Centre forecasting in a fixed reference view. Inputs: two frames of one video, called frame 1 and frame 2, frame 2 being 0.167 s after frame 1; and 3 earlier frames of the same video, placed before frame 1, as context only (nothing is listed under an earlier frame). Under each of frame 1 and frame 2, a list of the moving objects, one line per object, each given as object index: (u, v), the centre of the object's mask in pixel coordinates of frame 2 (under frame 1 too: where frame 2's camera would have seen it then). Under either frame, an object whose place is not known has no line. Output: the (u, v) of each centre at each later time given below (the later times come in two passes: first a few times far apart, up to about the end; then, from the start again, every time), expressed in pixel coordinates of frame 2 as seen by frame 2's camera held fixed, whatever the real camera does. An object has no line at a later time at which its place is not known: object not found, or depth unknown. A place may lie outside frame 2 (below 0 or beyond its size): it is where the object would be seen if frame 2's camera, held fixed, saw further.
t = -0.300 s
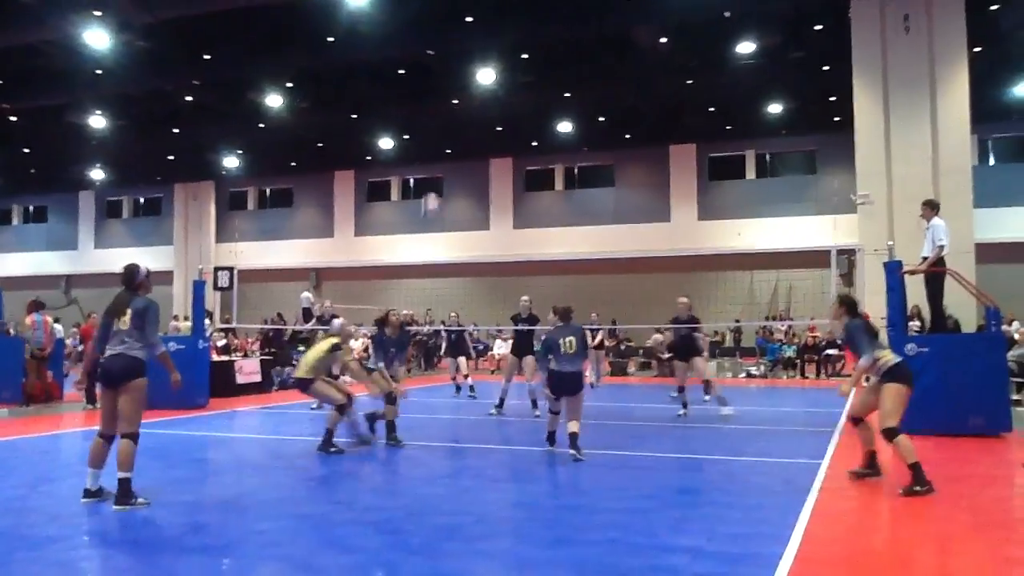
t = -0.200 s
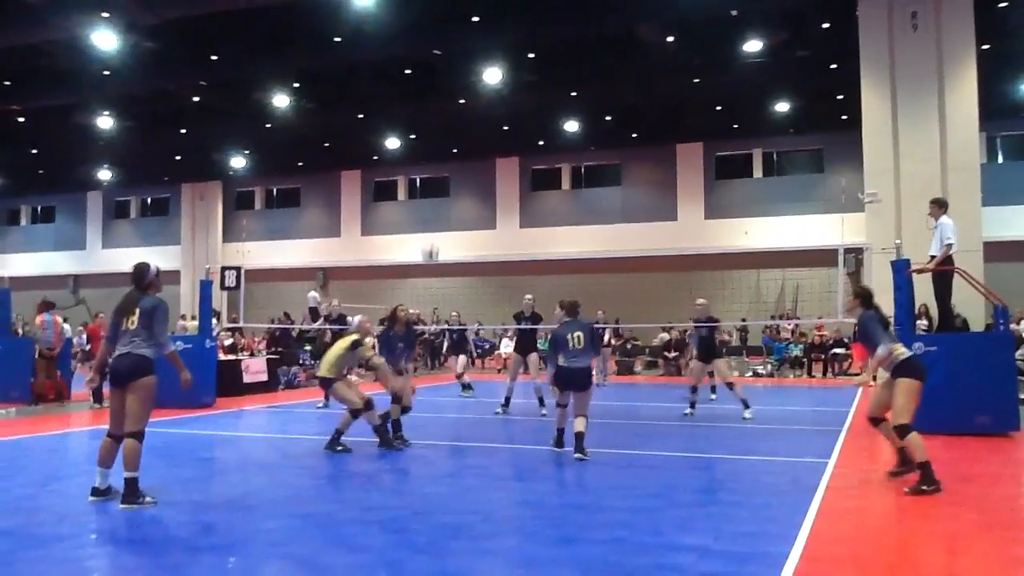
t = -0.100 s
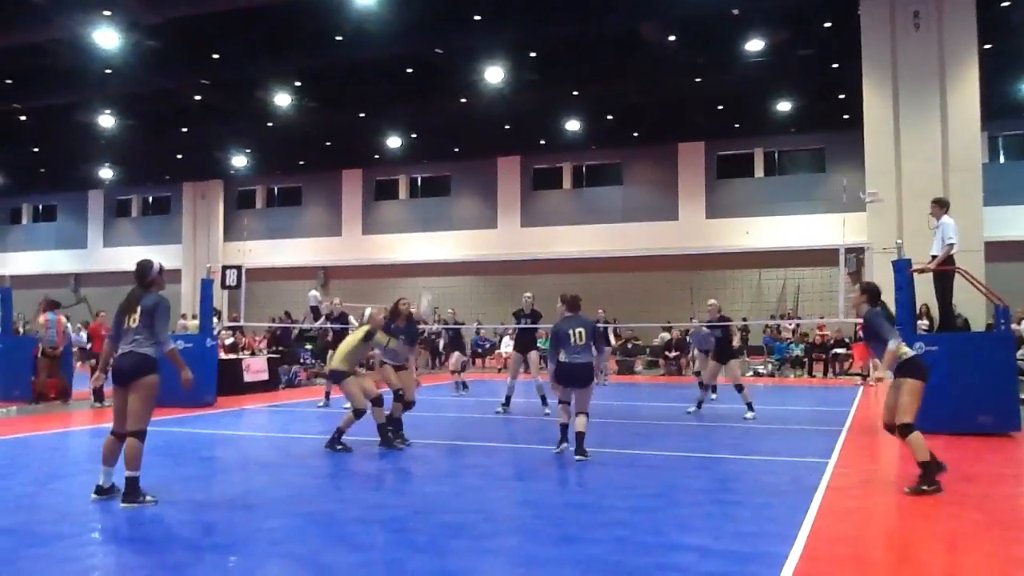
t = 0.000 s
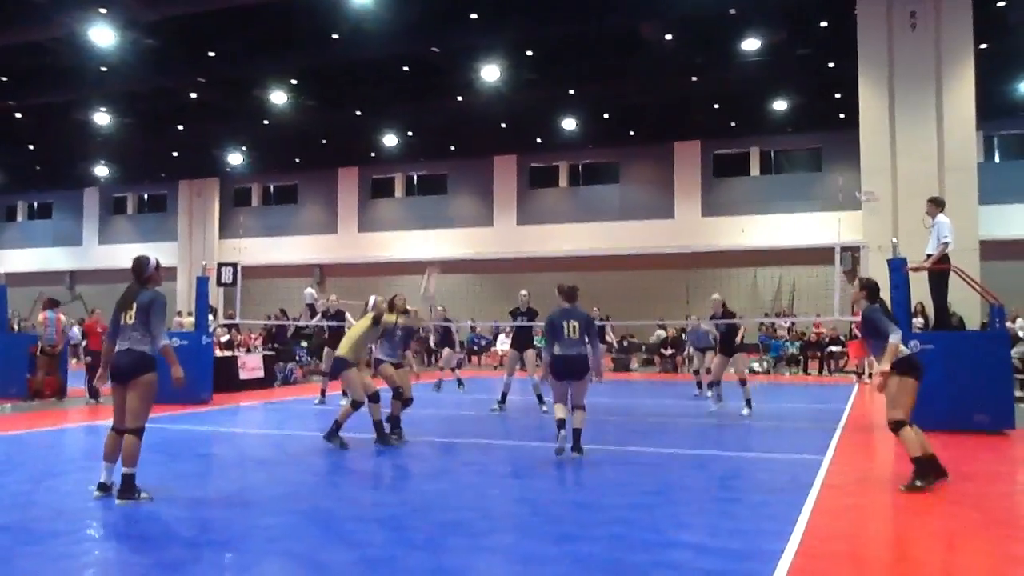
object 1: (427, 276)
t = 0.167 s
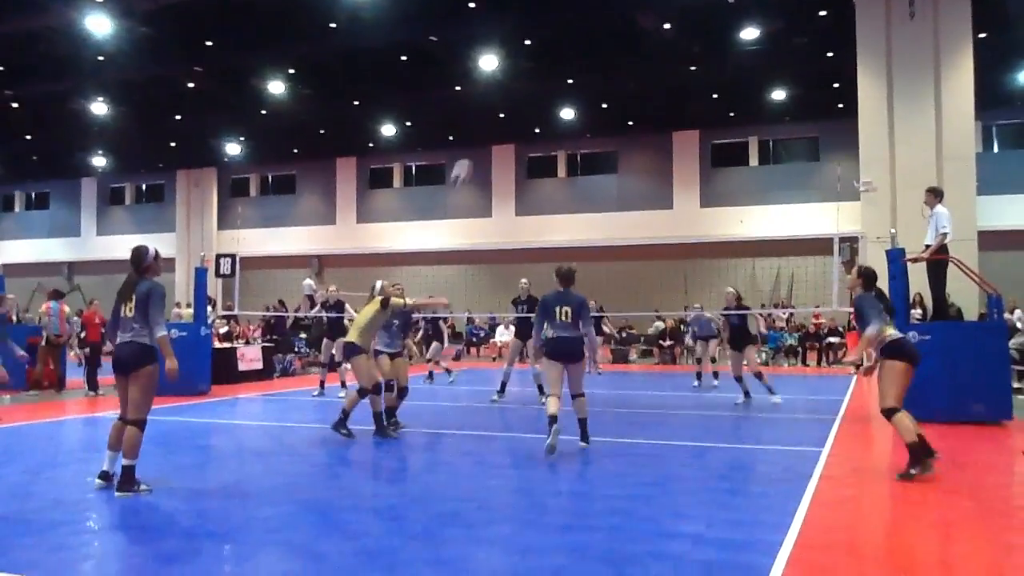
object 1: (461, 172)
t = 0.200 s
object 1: (467, 155)
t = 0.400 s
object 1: (502, 77)
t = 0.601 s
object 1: (536, 35)
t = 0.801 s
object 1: (569, 28)
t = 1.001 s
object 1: (601, 56)
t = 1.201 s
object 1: (631, 116)
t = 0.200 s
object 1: (467, 155)
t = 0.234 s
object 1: (473, 139)
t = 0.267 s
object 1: (479, 125)
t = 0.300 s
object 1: (486, 111)
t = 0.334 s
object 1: (491, 99)
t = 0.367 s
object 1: (497, 88)
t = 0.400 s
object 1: (502, 77)
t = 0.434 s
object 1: (507, 68)
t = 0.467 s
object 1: (513, 59)
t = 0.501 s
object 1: (520, 51)
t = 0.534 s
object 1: (525, 45)
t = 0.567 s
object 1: (531, 40)
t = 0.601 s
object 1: (536, 35)
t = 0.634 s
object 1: (541, 32)
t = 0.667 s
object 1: (547, 29)
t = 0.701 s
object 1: (553, 27)
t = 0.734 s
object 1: (558, 27)
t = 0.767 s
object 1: (563, 27)
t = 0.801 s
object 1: (569, 28)
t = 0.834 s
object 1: (574, 30)
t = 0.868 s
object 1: (579, 34)
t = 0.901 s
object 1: (584, 38)
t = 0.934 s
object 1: (590, 43)
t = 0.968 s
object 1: (595, 49)
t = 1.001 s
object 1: (601, 56)
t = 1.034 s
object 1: (606, 63)
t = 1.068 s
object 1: (611, 72)
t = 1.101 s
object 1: (616, 82)
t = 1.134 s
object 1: (621, 92)
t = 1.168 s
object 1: (626, 102)
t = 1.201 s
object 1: (631, 116)
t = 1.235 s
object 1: (636, 129)
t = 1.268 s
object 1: (641, 142)
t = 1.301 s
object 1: (646, 156)
